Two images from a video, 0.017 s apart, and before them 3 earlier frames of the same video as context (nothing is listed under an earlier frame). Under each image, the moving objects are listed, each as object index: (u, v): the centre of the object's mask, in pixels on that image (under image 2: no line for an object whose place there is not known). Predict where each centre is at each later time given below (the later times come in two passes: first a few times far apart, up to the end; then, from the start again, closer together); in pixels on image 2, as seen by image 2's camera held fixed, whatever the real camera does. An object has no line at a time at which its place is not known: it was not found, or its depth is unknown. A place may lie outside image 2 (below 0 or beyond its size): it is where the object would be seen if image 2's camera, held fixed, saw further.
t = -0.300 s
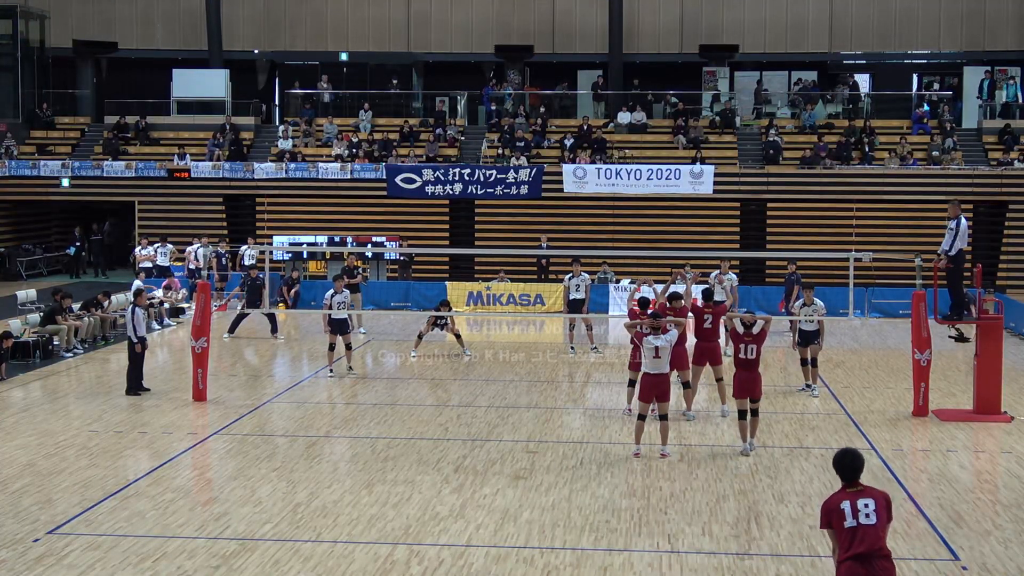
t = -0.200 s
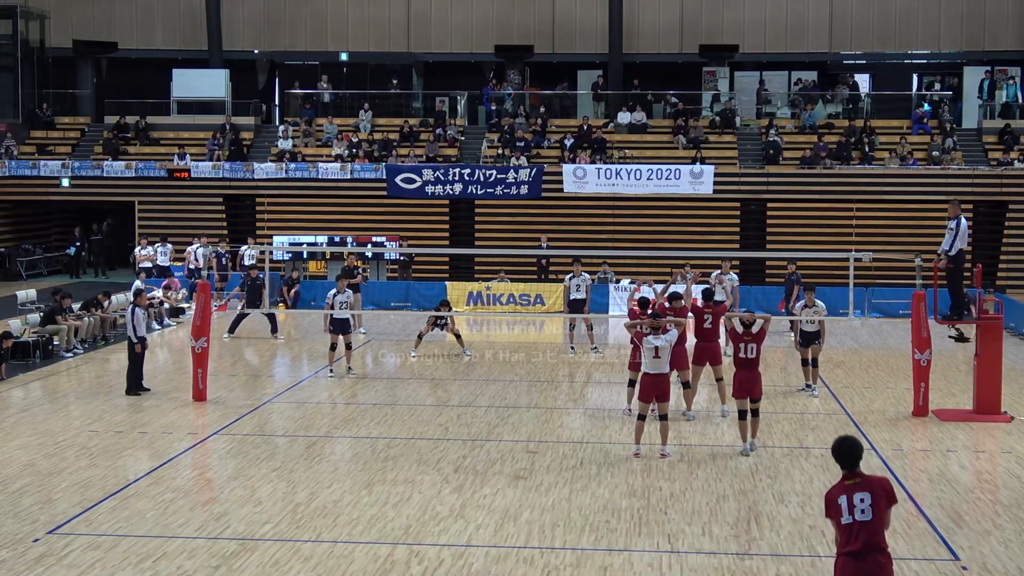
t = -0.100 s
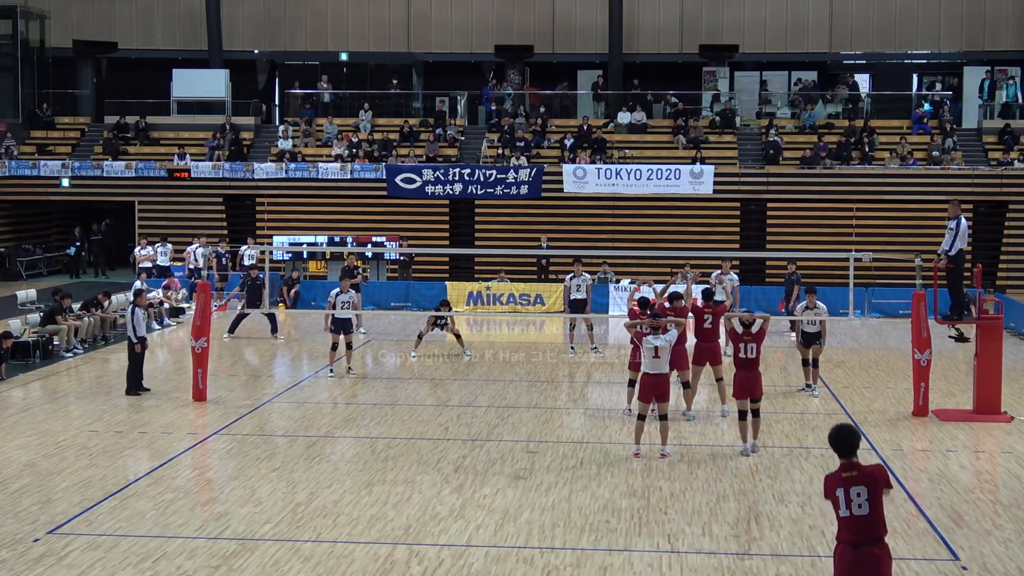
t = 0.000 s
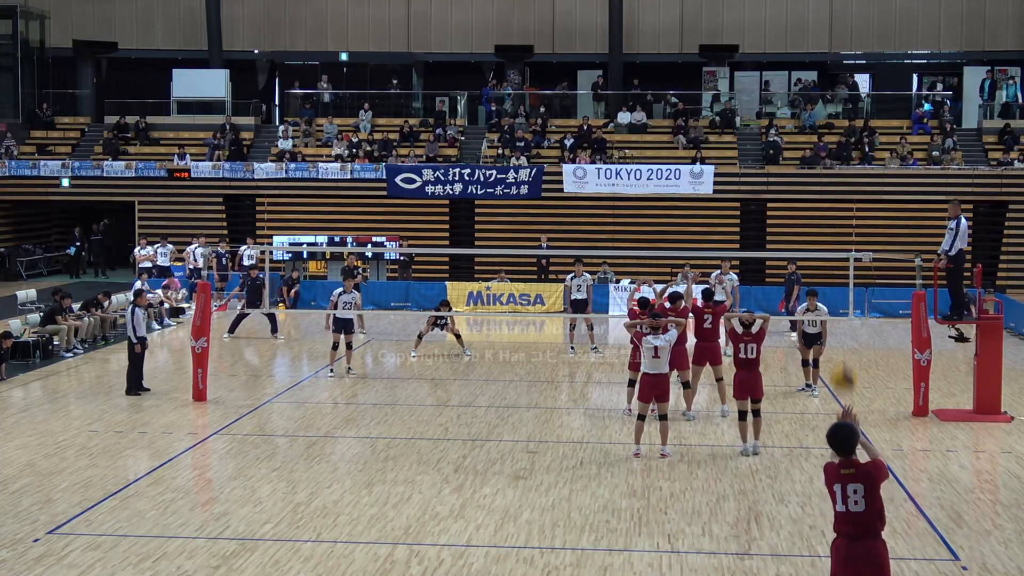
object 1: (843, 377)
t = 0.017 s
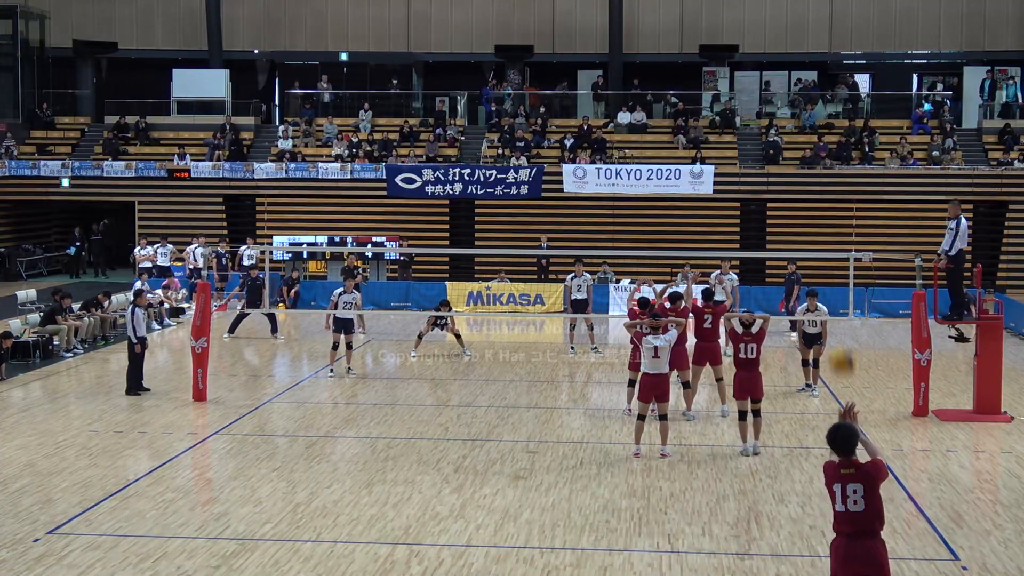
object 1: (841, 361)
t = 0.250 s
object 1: (830, 175)
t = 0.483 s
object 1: (817, 68)
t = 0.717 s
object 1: (803, 31)
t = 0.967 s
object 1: (789, 60)
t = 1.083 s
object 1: (782, 96)
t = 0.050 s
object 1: (841, 329)
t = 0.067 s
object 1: (841, 312)
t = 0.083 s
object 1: (840, 299)
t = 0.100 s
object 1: (837, 283)
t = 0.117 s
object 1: (837, 272)
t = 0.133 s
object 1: (837, 258)
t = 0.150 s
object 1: (835, 243)
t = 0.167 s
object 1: (836, 233)
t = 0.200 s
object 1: (833, 208)
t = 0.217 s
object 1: (832, 196)
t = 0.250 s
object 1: (830, 175)
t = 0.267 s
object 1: (829, 165)
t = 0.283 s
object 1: (828, 154)
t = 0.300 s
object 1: (827, 147)
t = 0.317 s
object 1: (826, 138)
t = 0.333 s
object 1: (825, 128)
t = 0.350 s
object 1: (823, 120)
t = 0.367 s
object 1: (824, 111)
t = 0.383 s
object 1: (823, 105)
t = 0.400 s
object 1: (822, 97)
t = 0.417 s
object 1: (821, 90)
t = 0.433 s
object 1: (820, 84)
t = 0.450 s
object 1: (819, 78)
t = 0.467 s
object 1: (818, 73)
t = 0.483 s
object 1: (817, 68)
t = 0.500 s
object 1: (816, 62)
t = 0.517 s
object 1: (815, 58)
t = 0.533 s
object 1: (814, 54)
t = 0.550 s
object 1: (813, 50)
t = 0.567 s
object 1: (812, 47)
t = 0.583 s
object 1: (811, 44)
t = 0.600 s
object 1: (810, 41)
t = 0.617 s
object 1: (809, 38)
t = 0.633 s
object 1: (808, 36)
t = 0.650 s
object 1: (807, 34)
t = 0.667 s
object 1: (806, 32)
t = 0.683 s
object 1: (806, 32)
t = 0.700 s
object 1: (804, 31)
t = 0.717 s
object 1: (803, 31)
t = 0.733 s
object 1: (802, 30)
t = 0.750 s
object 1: (801, 31)
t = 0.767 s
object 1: (800, 31)
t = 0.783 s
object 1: (799, 32)
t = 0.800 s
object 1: (798, 33)
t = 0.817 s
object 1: (798, 35)
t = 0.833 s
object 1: (797, 36)
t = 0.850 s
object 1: (796, 38)
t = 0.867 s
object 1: (794, 40)
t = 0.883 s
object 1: (793, 44)
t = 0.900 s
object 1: (792, 47)
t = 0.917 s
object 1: (791, 50)
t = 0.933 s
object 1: (791, 54)
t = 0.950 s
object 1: (790, 57)
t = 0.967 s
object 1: (789, 60)
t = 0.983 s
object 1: (787, 64)
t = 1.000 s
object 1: (787, 69)
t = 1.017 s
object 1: (786, 74)
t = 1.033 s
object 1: (785, 80)
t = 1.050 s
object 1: (782, 86)
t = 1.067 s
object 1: (782, 92)
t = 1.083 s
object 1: (782, 96)
